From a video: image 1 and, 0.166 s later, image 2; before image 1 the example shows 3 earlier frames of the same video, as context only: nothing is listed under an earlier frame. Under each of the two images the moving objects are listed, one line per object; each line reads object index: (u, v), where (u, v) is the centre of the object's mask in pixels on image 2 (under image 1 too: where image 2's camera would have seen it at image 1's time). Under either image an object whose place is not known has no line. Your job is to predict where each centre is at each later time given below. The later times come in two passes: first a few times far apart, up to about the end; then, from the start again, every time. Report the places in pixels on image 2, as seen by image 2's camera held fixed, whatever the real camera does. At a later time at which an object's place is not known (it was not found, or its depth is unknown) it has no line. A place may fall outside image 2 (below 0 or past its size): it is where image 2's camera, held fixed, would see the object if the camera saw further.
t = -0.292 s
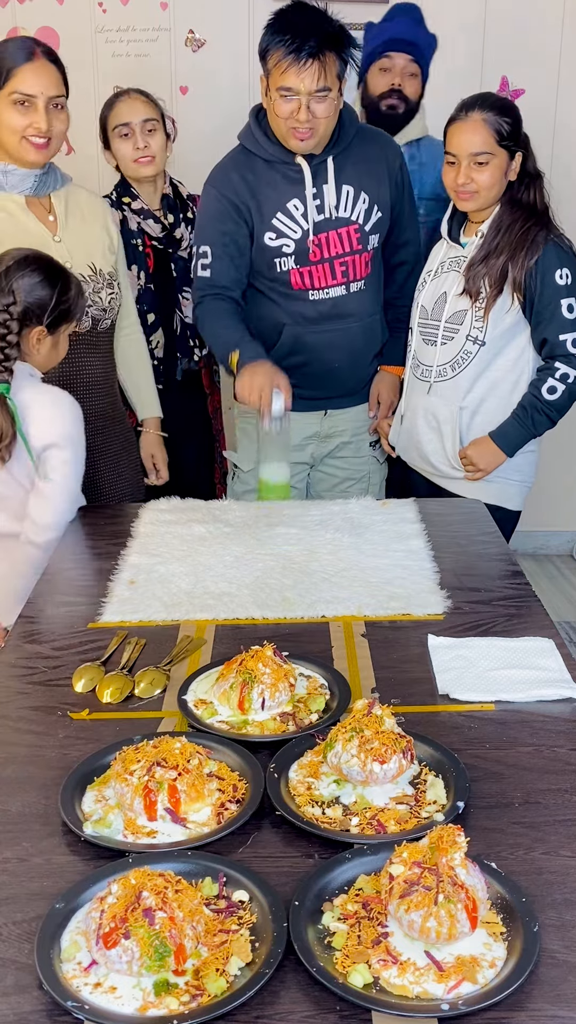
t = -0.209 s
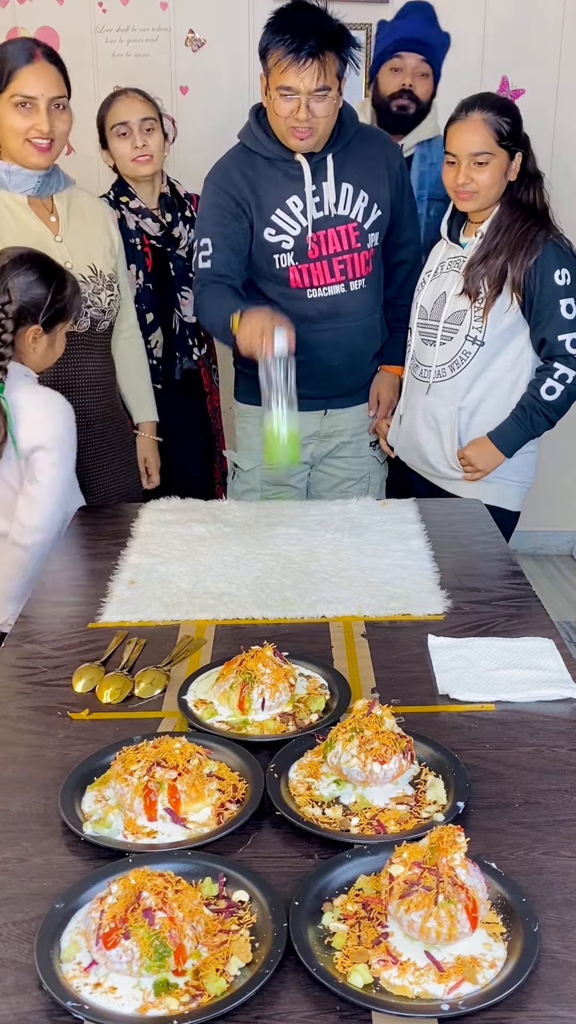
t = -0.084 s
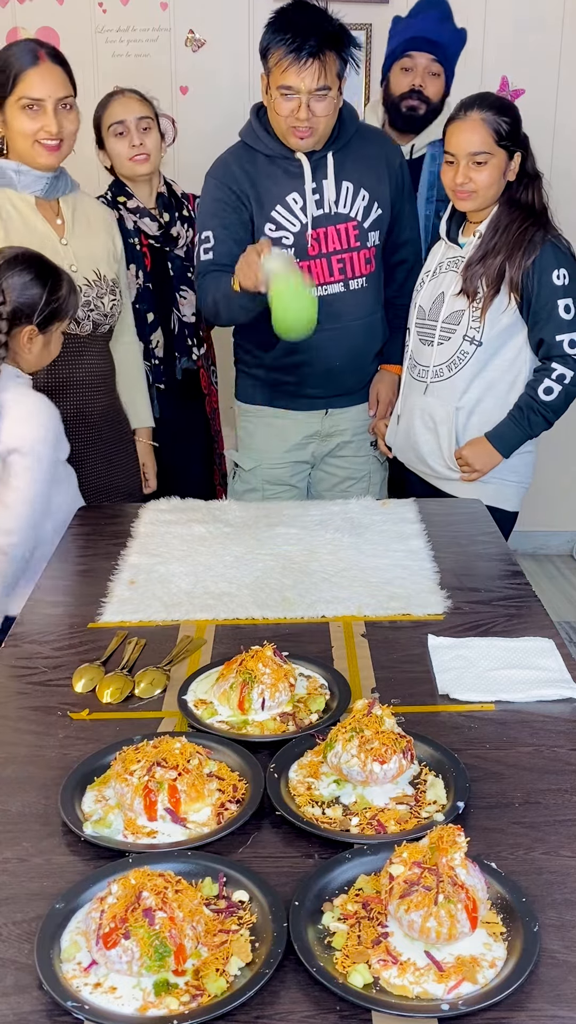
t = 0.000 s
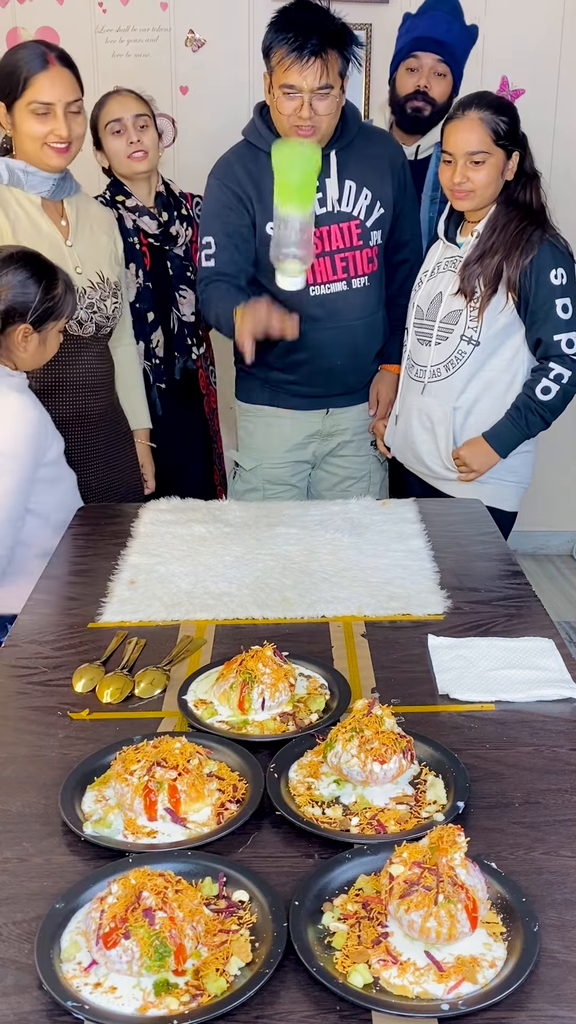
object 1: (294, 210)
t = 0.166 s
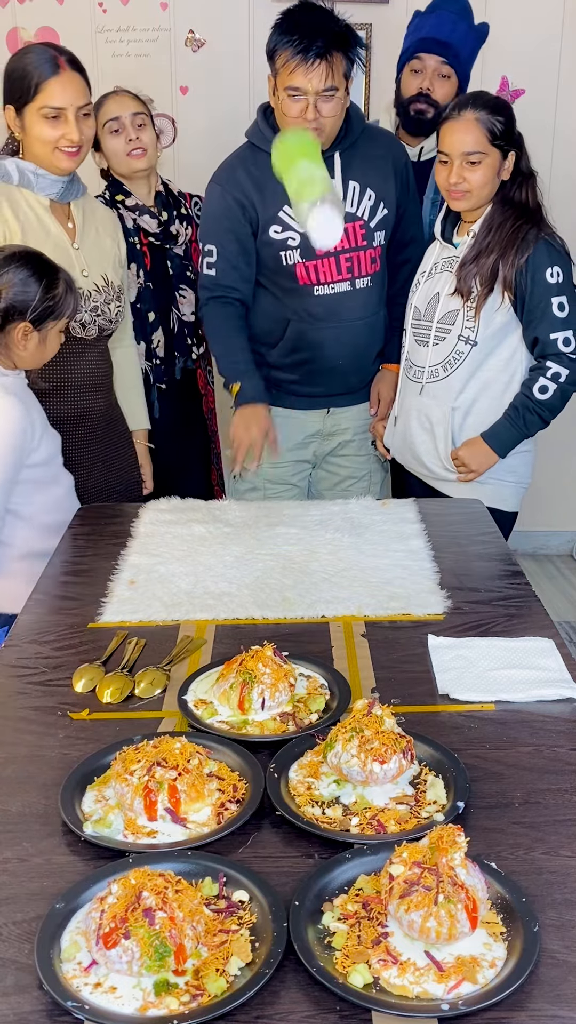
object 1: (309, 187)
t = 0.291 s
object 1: (311, 266)
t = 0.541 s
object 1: (315, 482)
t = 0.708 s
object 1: (315, 482)
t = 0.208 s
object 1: (308, 196)
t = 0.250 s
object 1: (310, 226)
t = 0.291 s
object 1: (311, 266)
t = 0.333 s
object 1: (312, 315)
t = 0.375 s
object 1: (313, 373)
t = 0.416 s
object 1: (313, 437)
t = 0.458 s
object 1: (315, 482)
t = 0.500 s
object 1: (315, 483)
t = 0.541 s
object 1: (315, 482)
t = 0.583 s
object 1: (314, 483)
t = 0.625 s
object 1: (315, 483)
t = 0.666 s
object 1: (315, 483)
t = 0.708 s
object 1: (315, 482)
